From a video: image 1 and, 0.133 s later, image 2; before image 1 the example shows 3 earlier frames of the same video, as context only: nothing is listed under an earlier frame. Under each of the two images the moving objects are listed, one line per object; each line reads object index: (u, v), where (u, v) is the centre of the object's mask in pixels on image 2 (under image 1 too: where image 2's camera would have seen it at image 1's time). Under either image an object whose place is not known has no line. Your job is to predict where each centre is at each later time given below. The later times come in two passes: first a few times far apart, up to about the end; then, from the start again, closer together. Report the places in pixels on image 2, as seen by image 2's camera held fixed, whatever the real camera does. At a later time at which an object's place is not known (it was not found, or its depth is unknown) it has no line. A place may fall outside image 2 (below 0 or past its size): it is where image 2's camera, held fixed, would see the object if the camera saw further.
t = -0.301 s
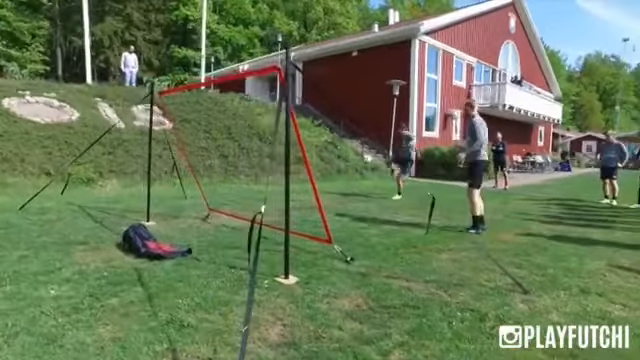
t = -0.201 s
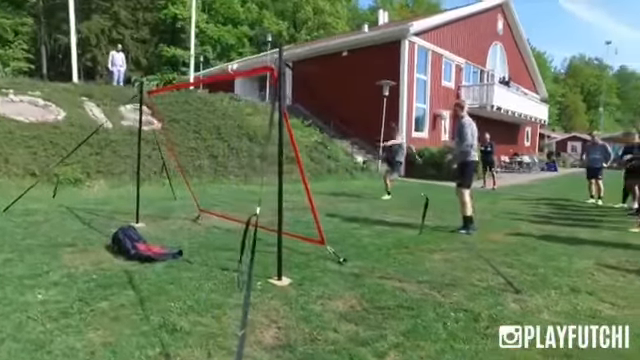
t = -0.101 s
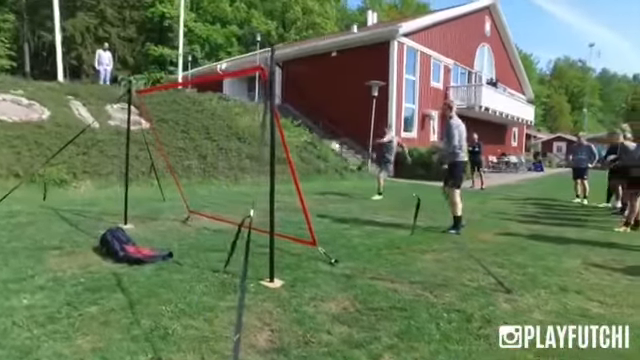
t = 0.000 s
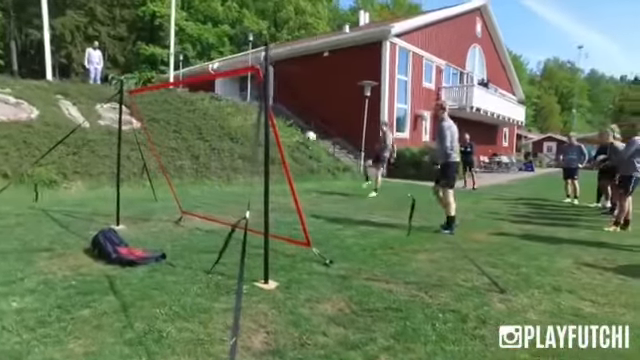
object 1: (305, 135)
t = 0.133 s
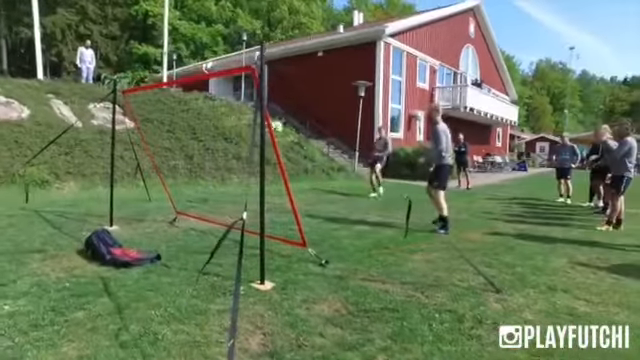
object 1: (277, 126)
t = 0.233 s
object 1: (249, 124)
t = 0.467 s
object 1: (154, 155)
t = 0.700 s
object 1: (221, 156)
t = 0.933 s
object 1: (323, 174)
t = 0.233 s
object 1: (249, 124)
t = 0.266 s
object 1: (239, 126)
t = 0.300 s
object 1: (227, 128)
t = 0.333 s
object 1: (215, 131)
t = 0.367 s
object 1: (201, 135)
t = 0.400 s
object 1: (187, 141)
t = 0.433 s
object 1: (171, 147)
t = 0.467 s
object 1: (154, 155)
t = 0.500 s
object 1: (140, 164)
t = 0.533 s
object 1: (141, 167)
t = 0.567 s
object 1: (154, 165)
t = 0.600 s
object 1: (171, 161)
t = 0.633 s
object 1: (188, 159)
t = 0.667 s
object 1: (205, 157)
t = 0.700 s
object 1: (221, 156)
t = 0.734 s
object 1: (237, 155)
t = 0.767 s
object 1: (252, 156)
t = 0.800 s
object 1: (266, 158)
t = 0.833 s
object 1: (283, 161)
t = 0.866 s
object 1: (296, 165)
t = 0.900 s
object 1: (310, 169)
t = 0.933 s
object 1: (323, 174)
